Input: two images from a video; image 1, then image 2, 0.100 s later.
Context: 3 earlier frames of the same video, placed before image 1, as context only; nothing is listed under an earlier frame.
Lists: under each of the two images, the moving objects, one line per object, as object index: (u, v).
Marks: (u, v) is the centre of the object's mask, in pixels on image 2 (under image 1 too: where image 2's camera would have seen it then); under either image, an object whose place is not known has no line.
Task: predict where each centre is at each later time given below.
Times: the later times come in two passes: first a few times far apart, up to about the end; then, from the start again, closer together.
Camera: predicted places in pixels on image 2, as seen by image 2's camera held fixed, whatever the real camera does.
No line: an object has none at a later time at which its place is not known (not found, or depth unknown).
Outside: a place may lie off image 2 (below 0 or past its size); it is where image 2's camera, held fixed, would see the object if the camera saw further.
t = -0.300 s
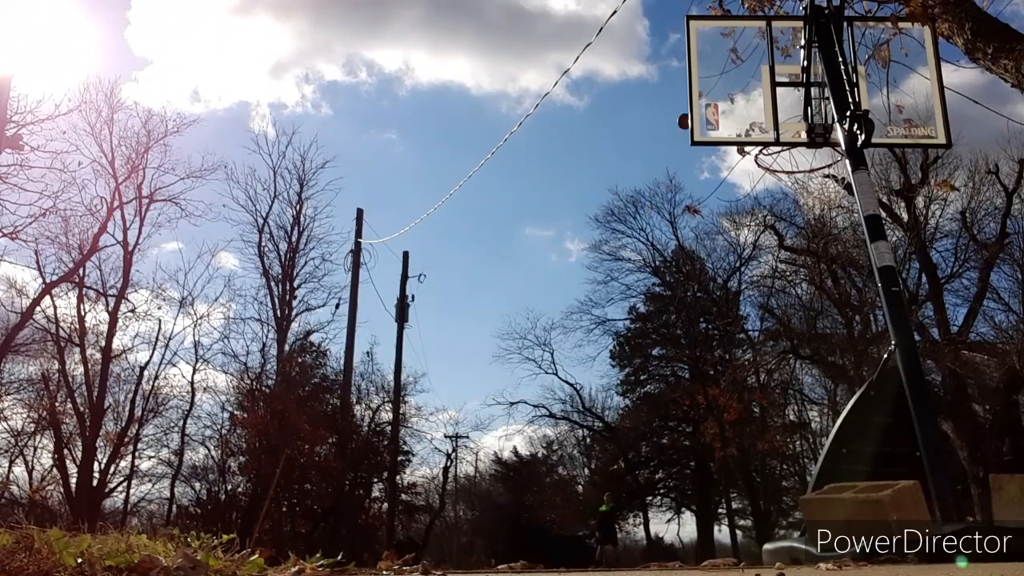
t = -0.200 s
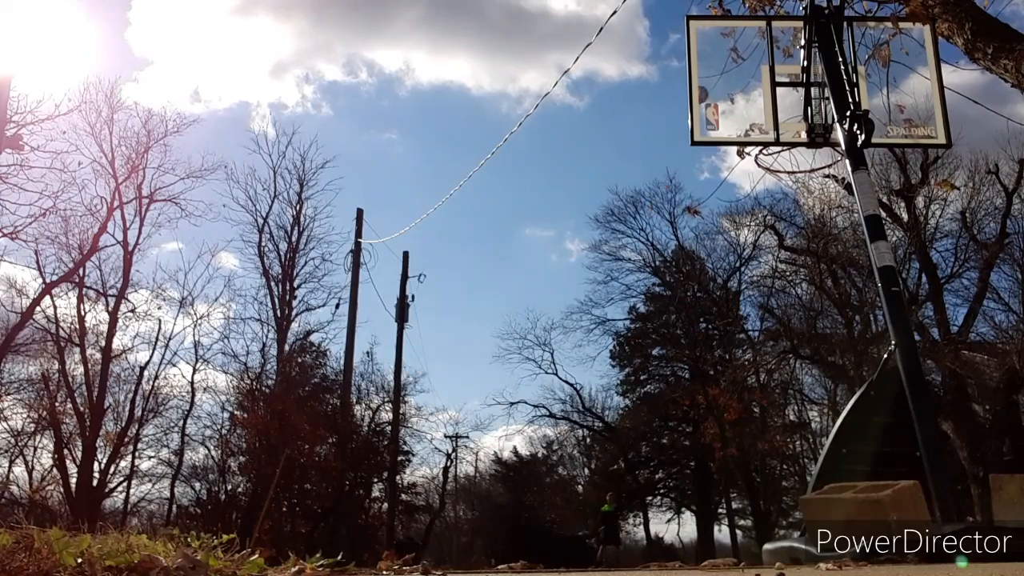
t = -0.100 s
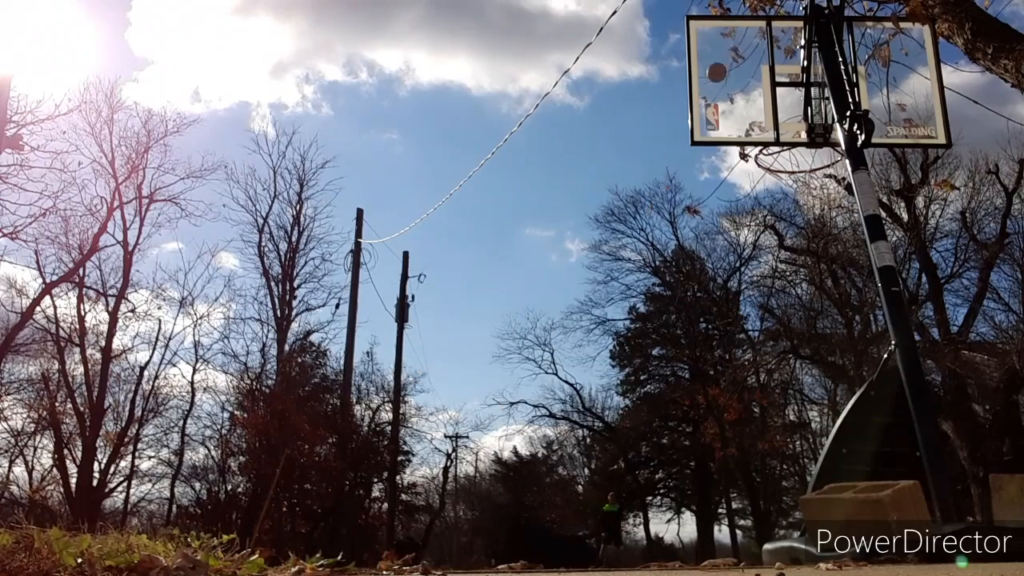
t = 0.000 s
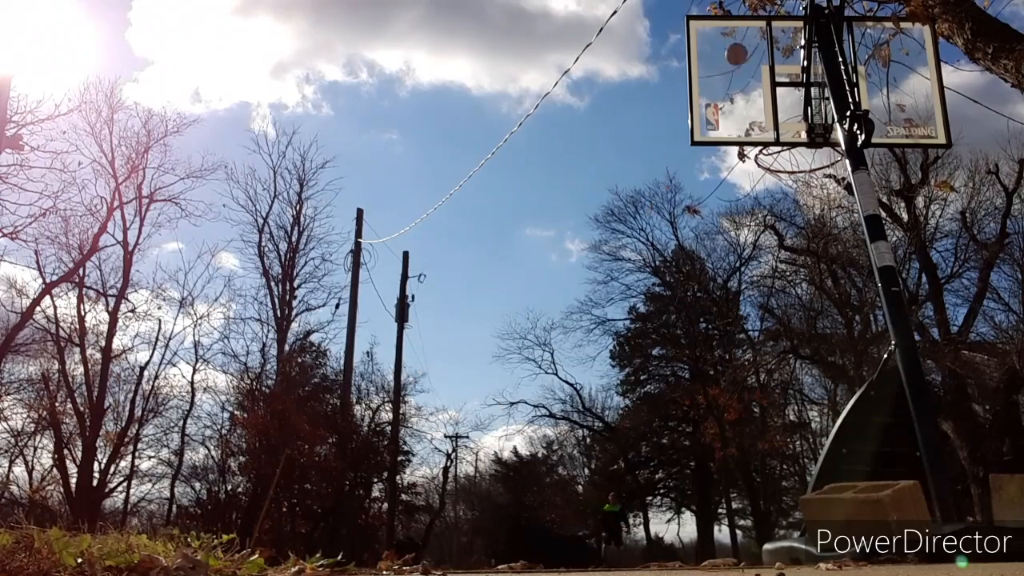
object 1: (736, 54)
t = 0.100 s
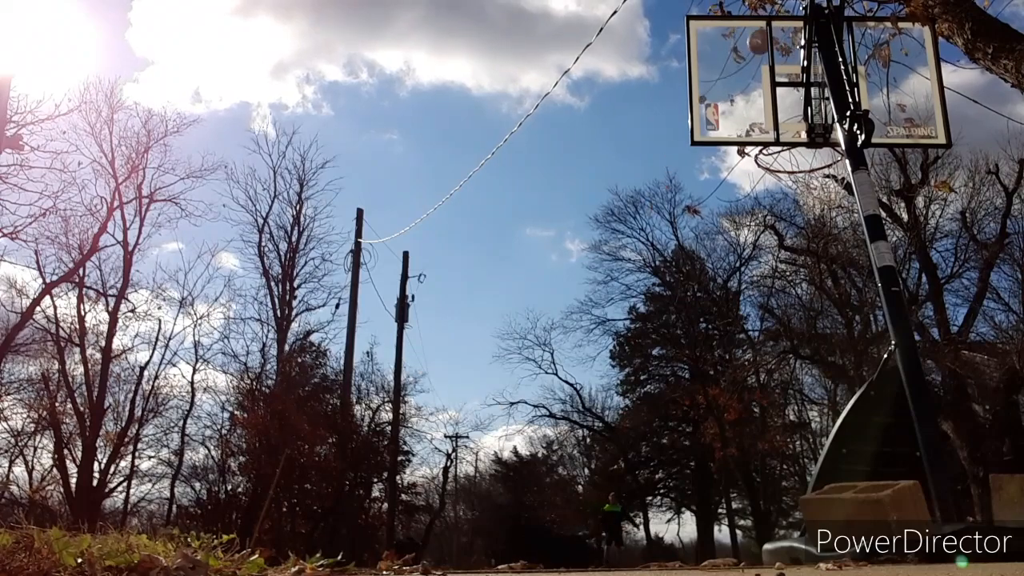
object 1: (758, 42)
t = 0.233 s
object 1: (794, 43)
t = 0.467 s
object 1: (788, 235)
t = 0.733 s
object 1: (741, 507)
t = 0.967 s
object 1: (675, 373)
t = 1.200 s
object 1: (619, 268)
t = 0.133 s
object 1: (768, 39)
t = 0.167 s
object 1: (783, 40)
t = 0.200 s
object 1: (789, 40)
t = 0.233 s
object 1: (794, 43)
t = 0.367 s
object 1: (808, 166)
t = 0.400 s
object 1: (801, 191)
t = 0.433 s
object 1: (794, 212)
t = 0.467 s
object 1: (788, 235)
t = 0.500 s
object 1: (782, 261)
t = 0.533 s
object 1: (776, 288)
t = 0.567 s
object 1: (771, 319)
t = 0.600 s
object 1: (764, 351)
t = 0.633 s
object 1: (759, 385)
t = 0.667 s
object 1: (751, 422)
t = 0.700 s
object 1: (746, 464)
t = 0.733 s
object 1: (741, 507)
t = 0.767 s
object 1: (736, 550)
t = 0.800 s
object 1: (725, 532)
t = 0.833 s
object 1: (713, 493)
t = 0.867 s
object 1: (704, 458)
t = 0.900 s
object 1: (694, 427)
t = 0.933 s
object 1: (684, 399)
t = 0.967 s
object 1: (675, 373)
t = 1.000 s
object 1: (665, 350)
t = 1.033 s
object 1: (656, 330)
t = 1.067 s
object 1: (649, 313)
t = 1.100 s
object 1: (641, 299)
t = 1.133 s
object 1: (634, 286)
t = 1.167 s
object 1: (626, 276)
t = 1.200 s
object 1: (619, 268)
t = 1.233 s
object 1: (613, 262)
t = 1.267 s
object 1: (606, 257)
